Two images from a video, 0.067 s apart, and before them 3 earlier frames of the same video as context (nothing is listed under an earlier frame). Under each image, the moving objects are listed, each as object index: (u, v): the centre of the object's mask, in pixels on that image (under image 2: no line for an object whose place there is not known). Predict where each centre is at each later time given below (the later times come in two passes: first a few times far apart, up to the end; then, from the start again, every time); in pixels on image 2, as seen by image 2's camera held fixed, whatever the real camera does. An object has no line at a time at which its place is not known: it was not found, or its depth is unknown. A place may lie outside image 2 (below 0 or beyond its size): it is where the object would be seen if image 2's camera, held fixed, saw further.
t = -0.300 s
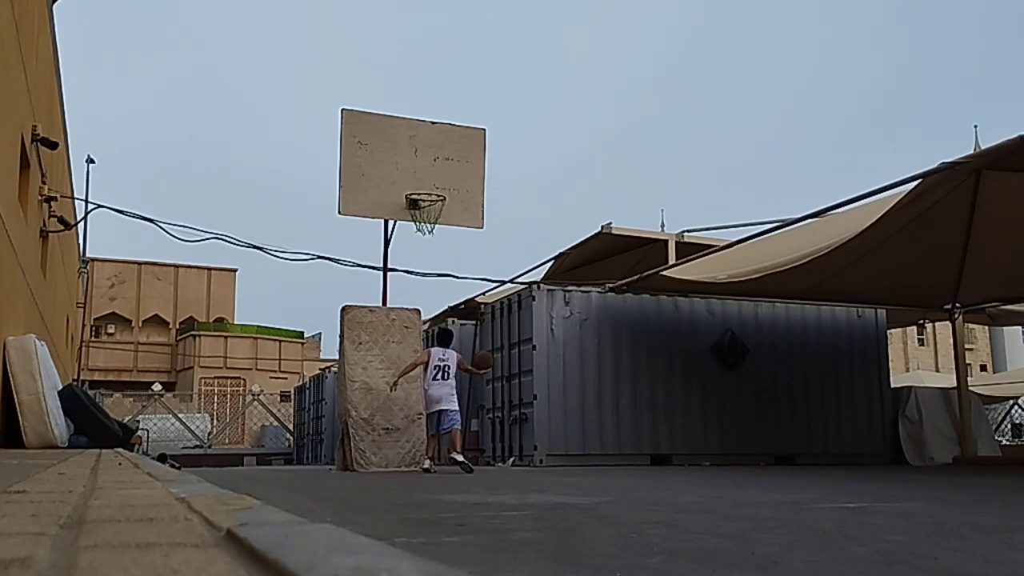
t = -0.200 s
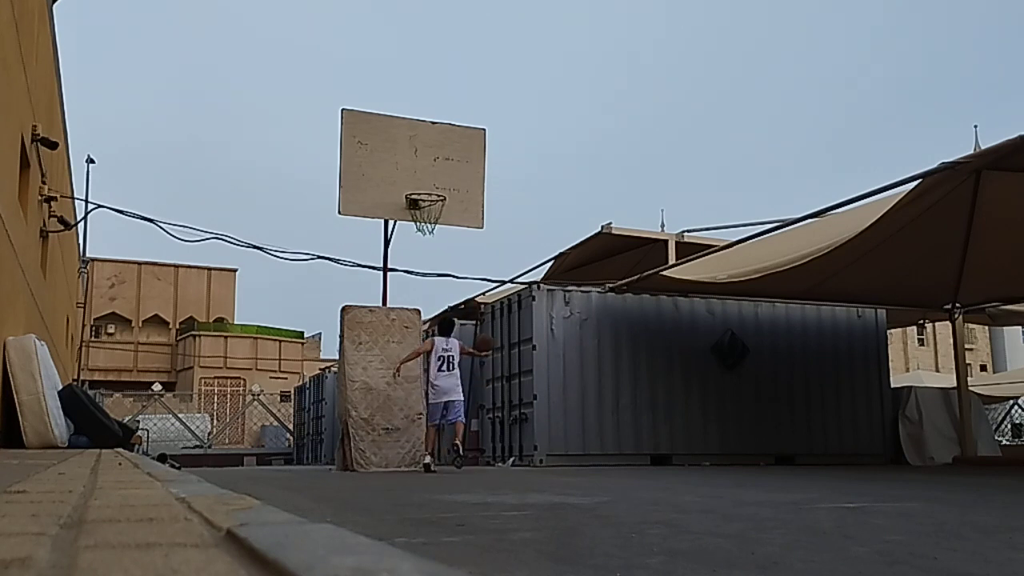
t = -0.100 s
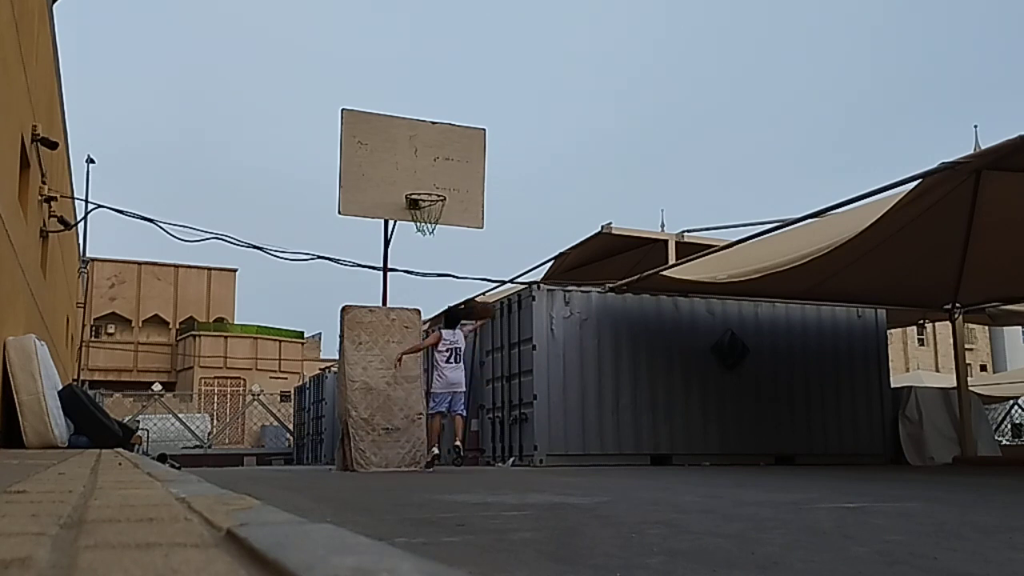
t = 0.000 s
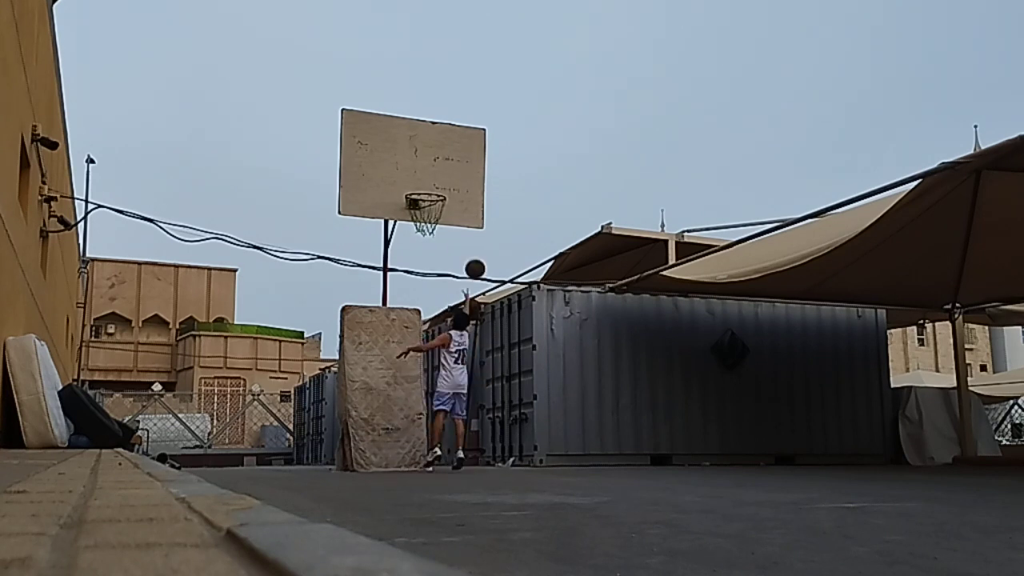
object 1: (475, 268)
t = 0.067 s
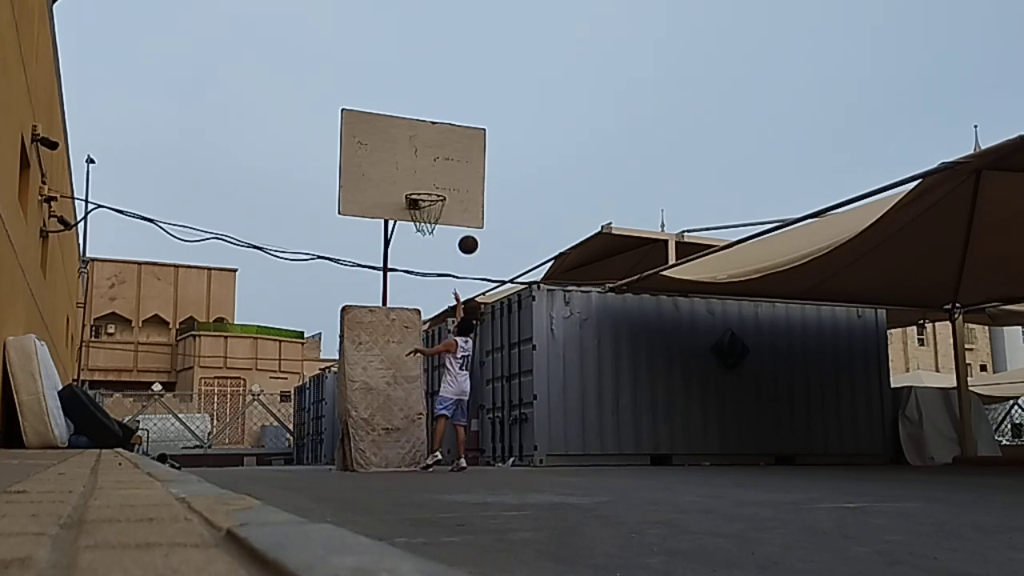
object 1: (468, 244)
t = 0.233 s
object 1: (451, 200)
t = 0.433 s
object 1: (430, 177)
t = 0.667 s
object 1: (417, 189)
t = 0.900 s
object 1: (429, 195)
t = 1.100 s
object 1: (425, 221)
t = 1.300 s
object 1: (417, 265)
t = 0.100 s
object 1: (464, 233)
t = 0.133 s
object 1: (461, 224)
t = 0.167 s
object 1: (457, 215)
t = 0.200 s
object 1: (454, 207)
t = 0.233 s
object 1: (451, 200)
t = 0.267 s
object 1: (447, 194)
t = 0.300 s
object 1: (443, 189)
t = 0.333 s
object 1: (440, 184)
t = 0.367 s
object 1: (436, 181)
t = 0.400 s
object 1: (432, 179)
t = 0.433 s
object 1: (430, 177)
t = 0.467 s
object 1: (428, 176)
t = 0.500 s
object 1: (426, 176)
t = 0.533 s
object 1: (424, 177)
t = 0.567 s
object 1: (423, 179)
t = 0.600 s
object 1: (421, 181)
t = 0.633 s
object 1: (419, 185)
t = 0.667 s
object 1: (417, 189)
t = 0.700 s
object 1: (419, 189)
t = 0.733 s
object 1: (421, 188)
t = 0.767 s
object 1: (423, 189)
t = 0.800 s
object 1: (425, 189)
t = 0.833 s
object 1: (427, 192)
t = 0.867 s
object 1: (428, 194)
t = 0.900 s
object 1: (429, 195)
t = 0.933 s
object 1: (429, 199)
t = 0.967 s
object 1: (430, 202)
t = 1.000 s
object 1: (430, 207)
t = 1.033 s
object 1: (428, 211)
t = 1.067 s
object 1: (427, 215)
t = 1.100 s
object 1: (425, 221)
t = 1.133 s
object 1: (423, 226)
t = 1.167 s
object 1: (422, 232)
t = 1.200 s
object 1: (421, 239)
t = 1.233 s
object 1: (420, 246)
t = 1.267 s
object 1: (418, 255)
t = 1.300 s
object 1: (417, 265)
